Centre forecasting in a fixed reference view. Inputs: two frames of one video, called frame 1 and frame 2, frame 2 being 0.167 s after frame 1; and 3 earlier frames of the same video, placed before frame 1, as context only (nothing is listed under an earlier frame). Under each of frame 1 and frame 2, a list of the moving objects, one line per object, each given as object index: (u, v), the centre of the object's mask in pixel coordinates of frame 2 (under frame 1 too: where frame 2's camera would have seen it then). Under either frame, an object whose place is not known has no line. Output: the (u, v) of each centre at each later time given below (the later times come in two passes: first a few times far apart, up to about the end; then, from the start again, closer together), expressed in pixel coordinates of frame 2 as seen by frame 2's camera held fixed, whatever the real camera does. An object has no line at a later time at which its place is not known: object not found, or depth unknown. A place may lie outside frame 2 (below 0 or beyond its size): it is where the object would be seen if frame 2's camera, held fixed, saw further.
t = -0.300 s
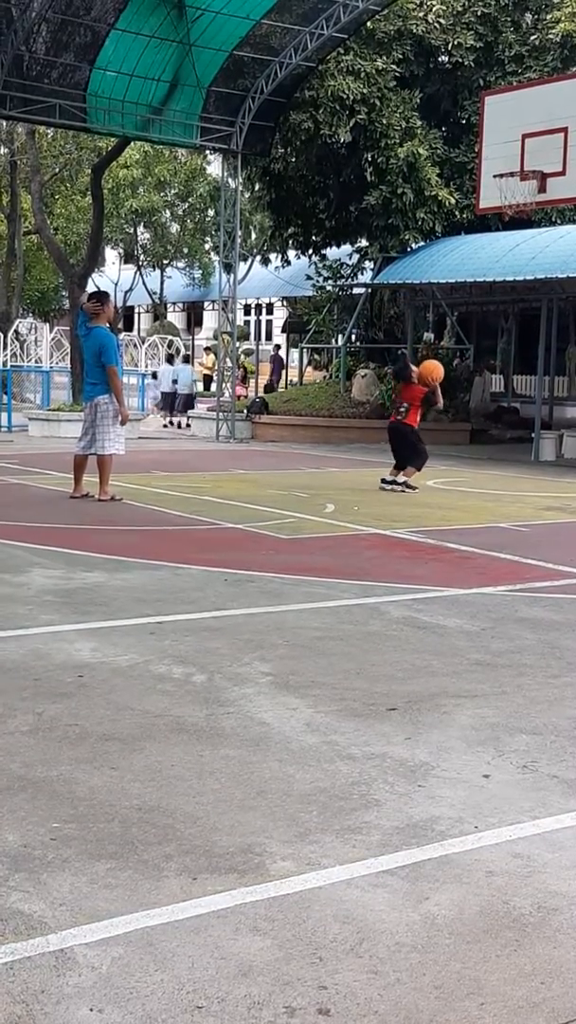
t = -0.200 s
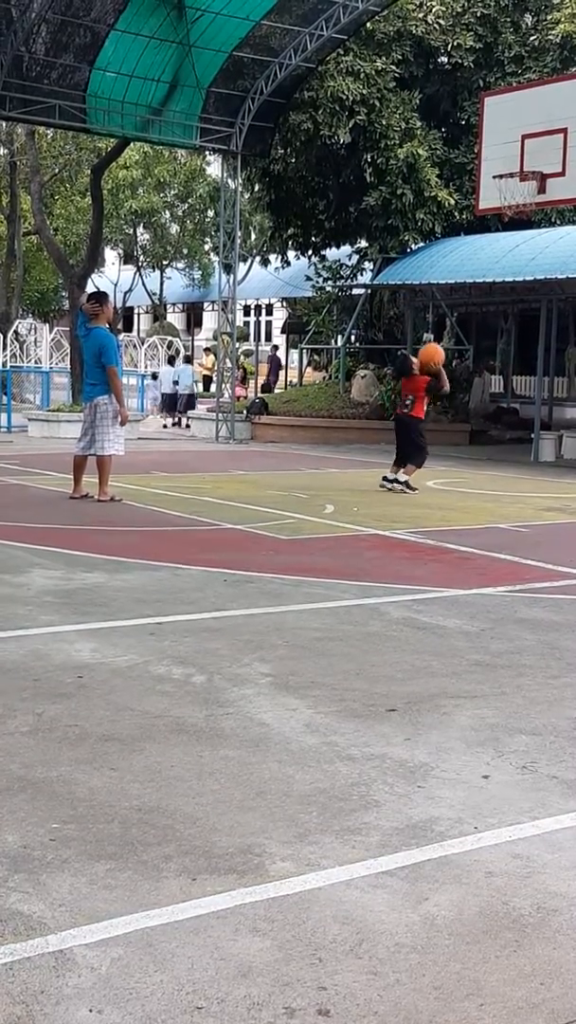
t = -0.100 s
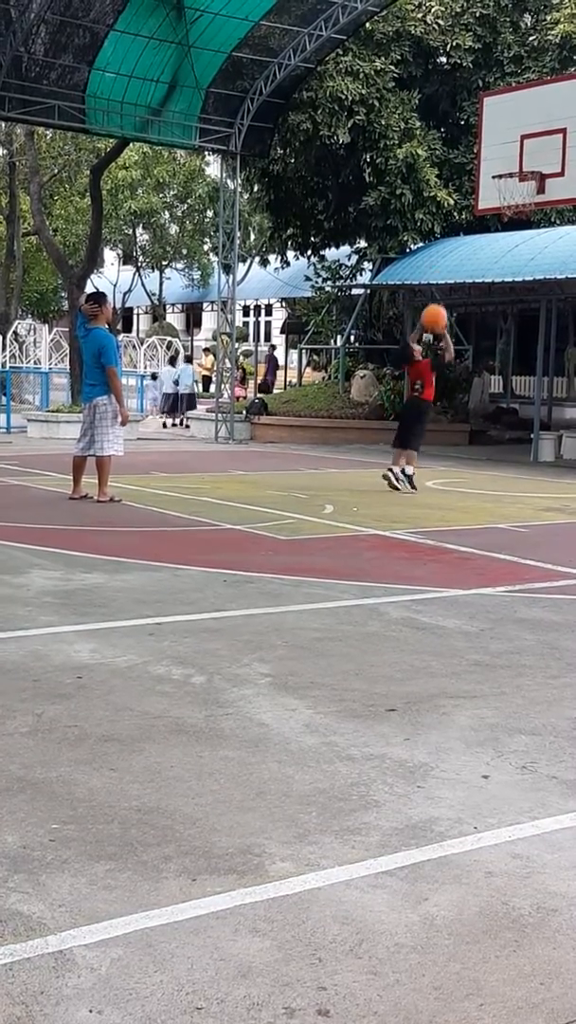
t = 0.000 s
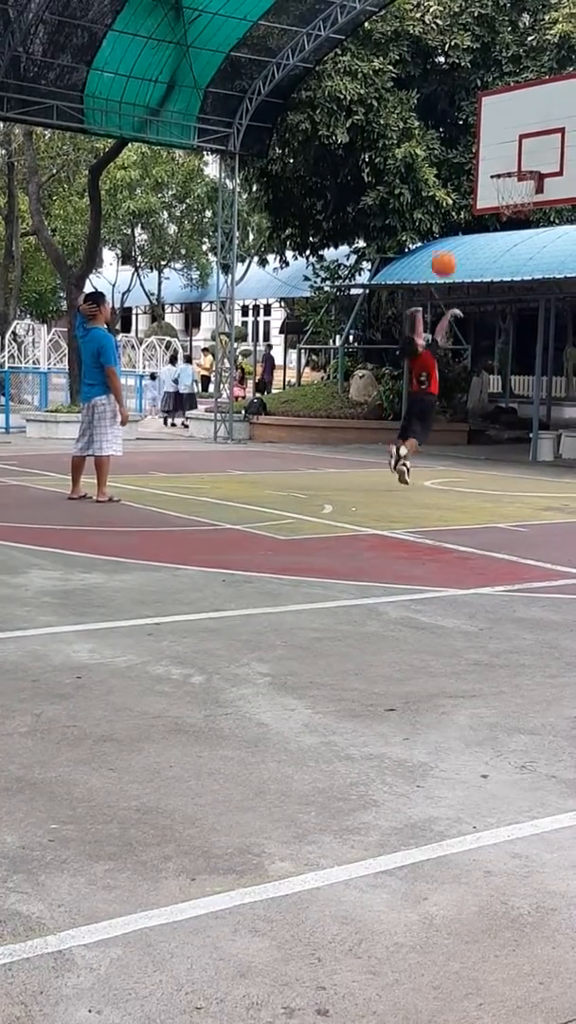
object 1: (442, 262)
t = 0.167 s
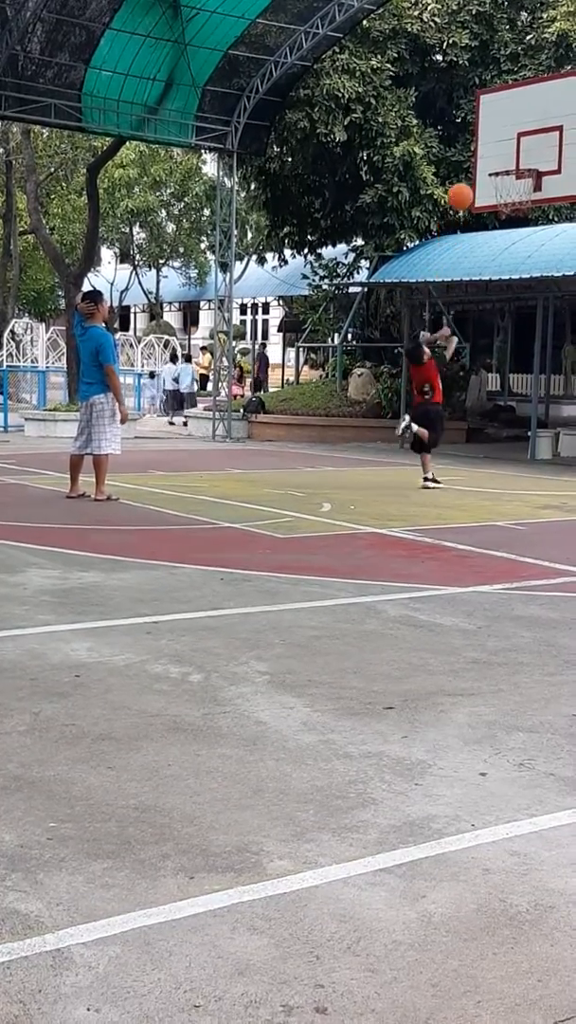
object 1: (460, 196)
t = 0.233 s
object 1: (466, 178)
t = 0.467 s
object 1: (487, 155)
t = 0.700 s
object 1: (505, 163)
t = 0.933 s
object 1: (525, 182)
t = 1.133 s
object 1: (526, 219)
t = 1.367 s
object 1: (520, 303)
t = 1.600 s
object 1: (512, 441)
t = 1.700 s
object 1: (509, 449)
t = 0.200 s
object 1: (463, 186)
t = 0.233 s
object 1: (466, 178)
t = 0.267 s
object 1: (470, 171)
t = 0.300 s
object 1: (473, 166)
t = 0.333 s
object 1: (476, 161)
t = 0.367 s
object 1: (479, 157)
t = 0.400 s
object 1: (482, 155)
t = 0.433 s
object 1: (485, 154)
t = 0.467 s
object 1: (487, 155)
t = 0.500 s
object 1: (490, 155)
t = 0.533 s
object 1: (493, 158)
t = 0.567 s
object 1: (495, 162)
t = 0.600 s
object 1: (498, 162)
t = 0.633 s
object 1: (500, 161)
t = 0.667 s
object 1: (503, 162)
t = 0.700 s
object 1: (505, 163)
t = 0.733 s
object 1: (510, 163)
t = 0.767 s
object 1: (513, 163)
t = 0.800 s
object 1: (517, 169)
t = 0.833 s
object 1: (518, 171)
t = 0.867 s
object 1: (520, 173)
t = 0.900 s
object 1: (521, 177)
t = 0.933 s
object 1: (525, 182)
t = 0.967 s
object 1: (527, 188)
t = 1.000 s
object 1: (528, 194)
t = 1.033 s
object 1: (528, 200)
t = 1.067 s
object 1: (527, 205)
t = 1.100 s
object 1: (527, 211)
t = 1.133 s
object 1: (526, 219)
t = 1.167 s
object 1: (526, 227)
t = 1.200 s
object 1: (525, 237)
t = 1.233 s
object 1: (524, 249)
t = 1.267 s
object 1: (523, 261)
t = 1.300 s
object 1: (522, 274)
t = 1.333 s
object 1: (522, 288)
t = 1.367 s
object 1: (520, 303)
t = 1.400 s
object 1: (519, 320)
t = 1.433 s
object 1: (518, 337)
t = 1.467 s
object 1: (517, 356)
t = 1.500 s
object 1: (516, 375)
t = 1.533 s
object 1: (515, 396)
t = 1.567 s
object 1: (513, 418)
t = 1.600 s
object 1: (512, 441)
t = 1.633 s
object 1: (511, 464)
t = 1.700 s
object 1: (509, 449)
